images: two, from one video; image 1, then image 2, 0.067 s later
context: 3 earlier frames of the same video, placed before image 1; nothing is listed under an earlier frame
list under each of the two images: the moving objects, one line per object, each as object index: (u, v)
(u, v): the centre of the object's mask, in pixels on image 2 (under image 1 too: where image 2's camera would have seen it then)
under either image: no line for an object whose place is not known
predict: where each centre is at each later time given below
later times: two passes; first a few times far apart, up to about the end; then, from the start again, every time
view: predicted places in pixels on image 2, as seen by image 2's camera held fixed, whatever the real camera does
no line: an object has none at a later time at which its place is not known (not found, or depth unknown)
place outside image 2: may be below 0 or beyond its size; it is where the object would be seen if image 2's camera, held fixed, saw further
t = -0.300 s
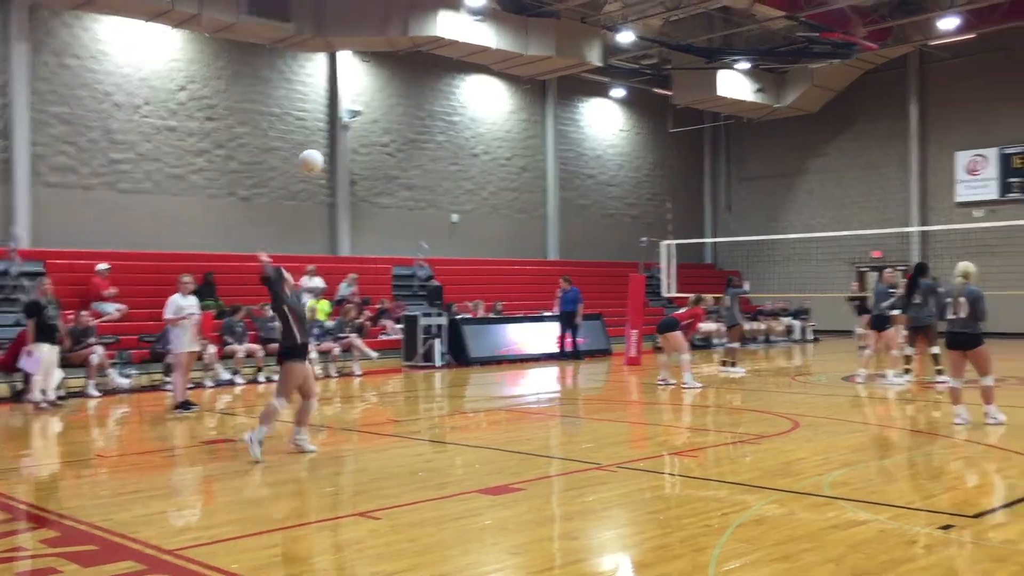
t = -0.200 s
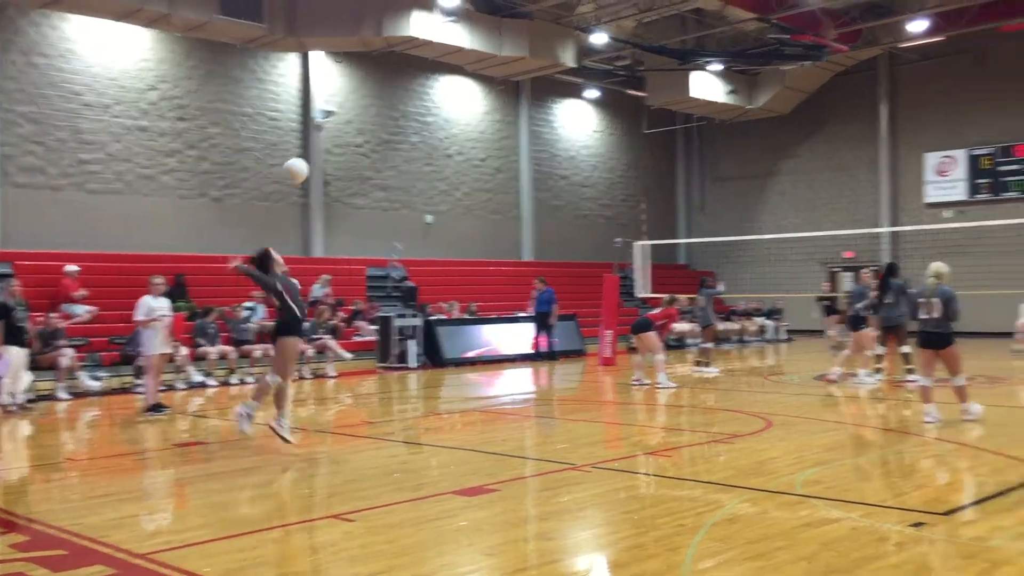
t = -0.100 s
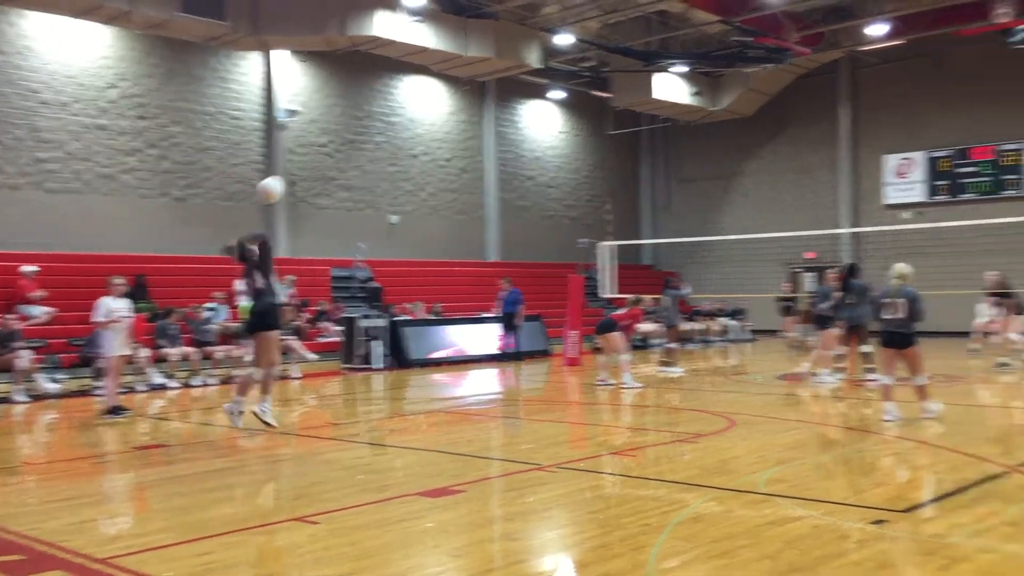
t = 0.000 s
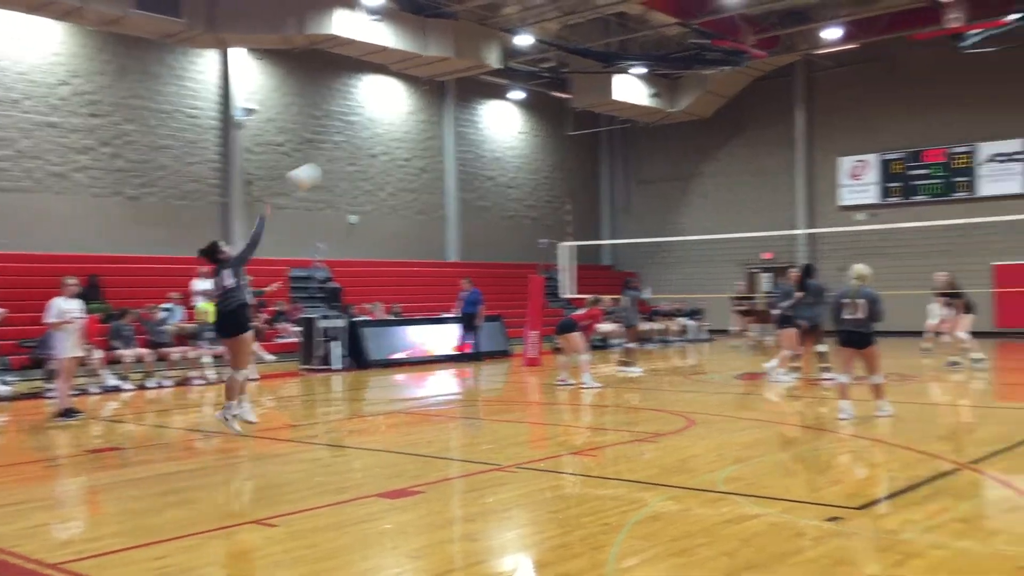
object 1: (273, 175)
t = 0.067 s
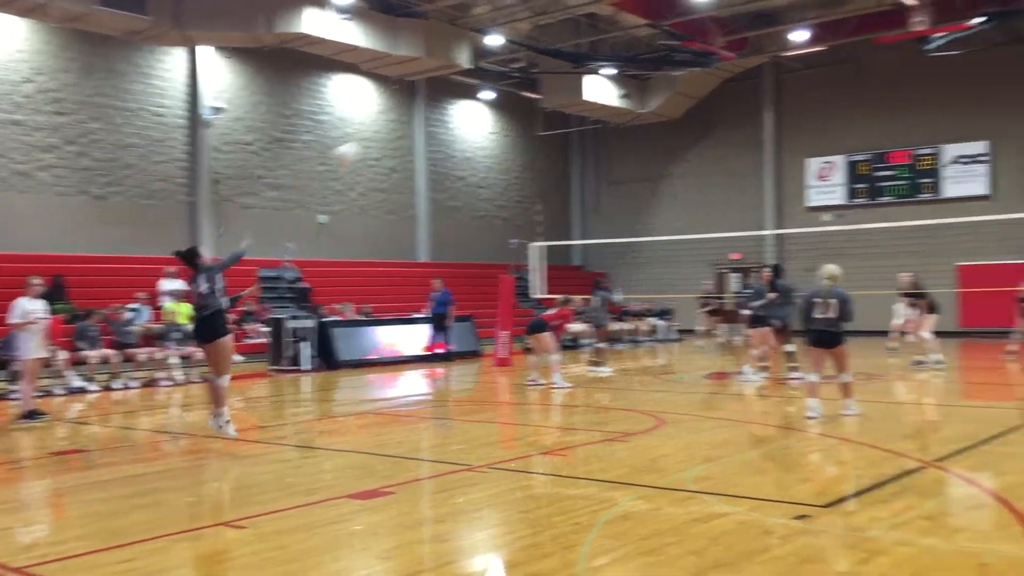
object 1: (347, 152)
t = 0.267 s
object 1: (509, 122)
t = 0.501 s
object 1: (628, 126)
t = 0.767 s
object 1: (722, 162)
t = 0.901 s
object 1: (760, 191)
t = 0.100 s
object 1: (382, 144)
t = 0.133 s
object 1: (410, 138)
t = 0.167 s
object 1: (438, 132)
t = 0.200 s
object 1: (463, 129)
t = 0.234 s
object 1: (487, 127)
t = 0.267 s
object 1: (509, 122)
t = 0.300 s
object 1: (529, 121)
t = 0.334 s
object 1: (549, 120)
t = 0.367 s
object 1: (566, 120)
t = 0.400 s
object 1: (583, 121)
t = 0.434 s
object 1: (599, 122)
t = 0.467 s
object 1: (614, 123)
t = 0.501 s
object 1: (628, 126)
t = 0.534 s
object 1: (642, 128)
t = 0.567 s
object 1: (655, 132)
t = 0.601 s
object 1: (667, 136)
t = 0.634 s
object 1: (679, 140)
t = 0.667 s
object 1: (690, 145)
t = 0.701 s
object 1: (701, 150)
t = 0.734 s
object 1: (712, 156)
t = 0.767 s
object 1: (722, 162)
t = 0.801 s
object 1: (732, 169)
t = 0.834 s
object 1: (742, 176)
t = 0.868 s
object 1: (751, 183)
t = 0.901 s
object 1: (760, 191)
